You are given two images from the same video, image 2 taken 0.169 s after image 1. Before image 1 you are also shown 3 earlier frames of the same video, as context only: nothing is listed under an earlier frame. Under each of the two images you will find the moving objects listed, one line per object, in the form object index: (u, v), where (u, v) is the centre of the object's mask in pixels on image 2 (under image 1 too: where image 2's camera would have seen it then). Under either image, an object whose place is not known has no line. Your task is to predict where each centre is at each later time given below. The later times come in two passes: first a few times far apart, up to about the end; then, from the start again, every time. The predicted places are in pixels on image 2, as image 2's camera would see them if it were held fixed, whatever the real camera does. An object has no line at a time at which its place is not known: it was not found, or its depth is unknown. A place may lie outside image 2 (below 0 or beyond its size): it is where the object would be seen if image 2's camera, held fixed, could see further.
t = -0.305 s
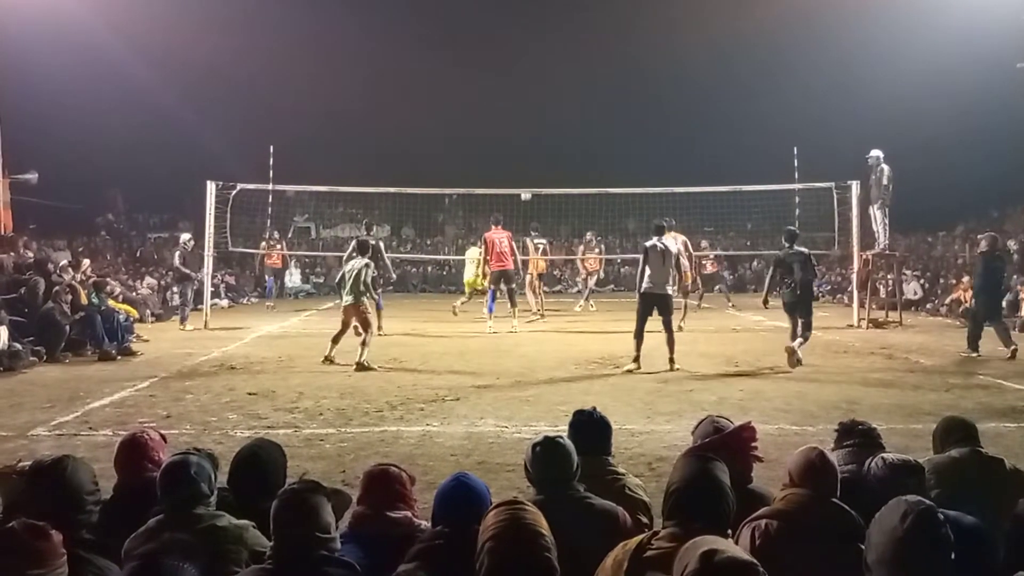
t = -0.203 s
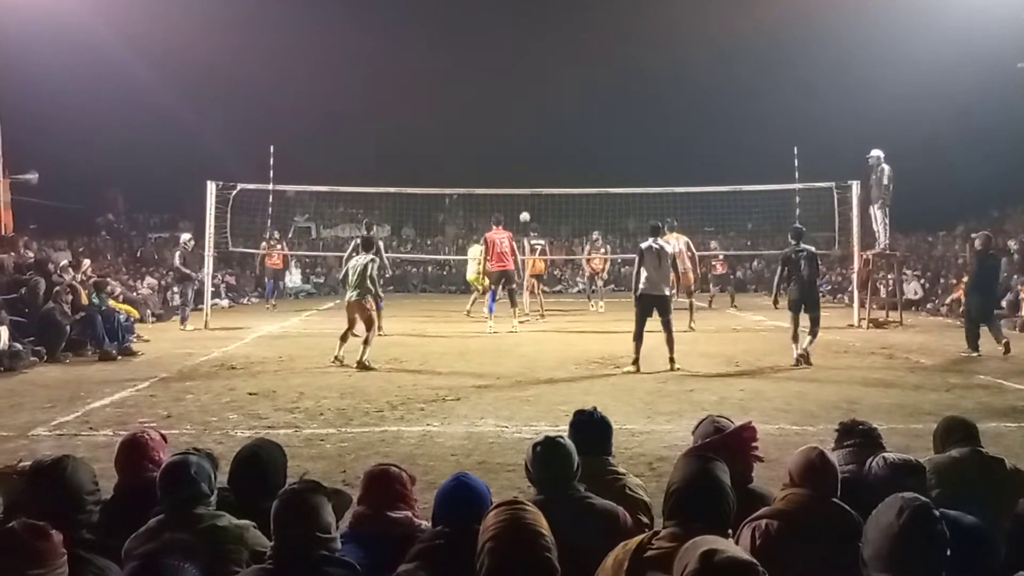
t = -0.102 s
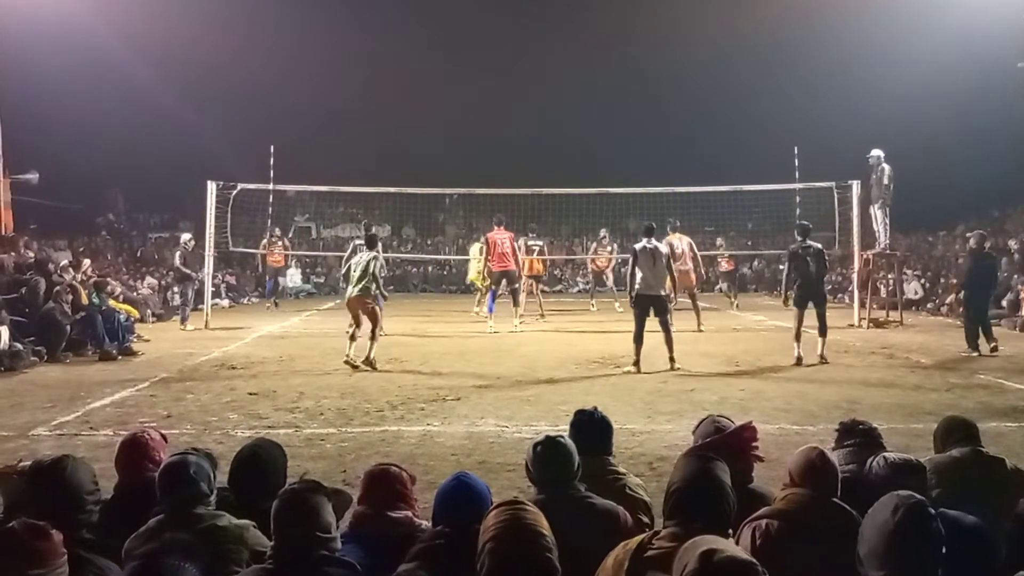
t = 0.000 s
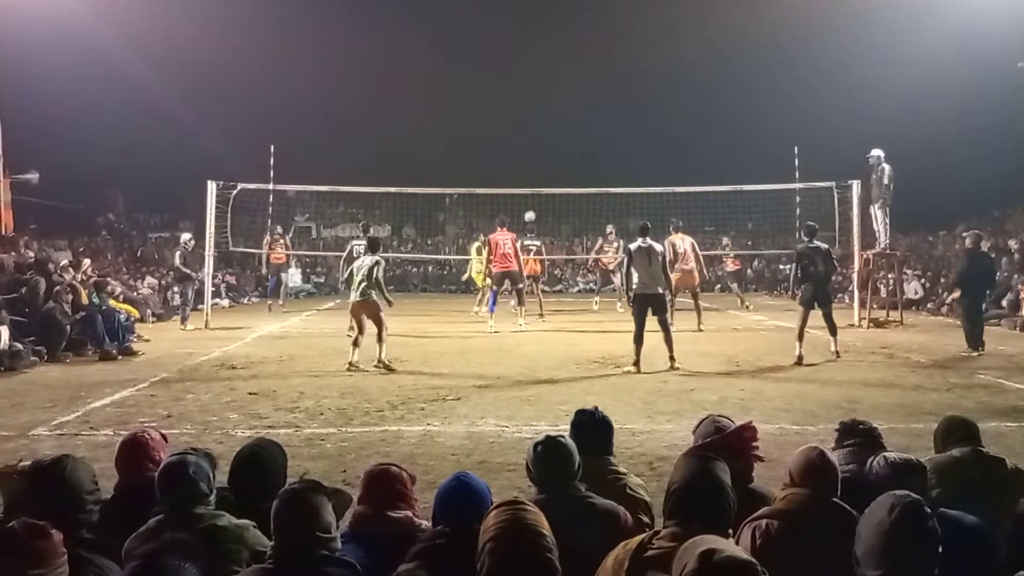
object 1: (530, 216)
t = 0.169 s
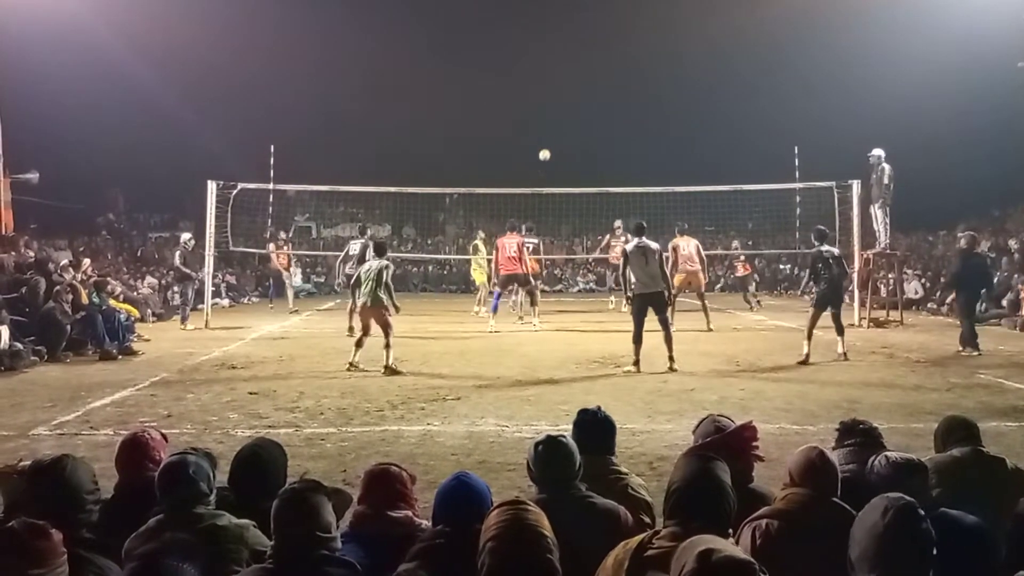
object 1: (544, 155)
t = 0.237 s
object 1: (550, 134)
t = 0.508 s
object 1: (575, 72)
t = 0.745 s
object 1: (597, 46)
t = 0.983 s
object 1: (619, 49)
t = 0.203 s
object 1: (547, 144)
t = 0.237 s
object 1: (550, 134)
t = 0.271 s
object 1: (553, 125)
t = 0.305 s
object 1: (556, 116)
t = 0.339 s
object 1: (559, 107)
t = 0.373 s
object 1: (562, 99)
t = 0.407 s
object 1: (565, 91)
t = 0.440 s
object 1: (569, 84)
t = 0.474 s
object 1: (572, 78)
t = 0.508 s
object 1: (575, 72)
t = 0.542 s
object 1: (578, 67)
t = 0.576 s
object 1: (581, 62)
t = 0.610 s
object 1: (584, 58)
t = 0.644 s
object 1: (587, 54)
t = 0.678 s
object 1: (590, 51)
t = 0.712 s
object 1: (593, 48)
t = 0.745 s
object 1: (597, 46)
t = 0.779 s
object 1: (600, 45)
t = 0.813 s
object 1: (603, 44)
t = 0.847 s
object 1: (606, 44)
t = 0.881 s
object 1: (609, 44)
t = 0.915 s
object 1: (612, 45)
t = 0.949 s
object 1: (615, 47)
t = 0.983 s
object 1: (619, 49)
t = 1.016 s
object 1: (622, 51)
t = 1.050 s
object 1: (625, 55)
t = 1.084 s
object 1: (628, 59)
